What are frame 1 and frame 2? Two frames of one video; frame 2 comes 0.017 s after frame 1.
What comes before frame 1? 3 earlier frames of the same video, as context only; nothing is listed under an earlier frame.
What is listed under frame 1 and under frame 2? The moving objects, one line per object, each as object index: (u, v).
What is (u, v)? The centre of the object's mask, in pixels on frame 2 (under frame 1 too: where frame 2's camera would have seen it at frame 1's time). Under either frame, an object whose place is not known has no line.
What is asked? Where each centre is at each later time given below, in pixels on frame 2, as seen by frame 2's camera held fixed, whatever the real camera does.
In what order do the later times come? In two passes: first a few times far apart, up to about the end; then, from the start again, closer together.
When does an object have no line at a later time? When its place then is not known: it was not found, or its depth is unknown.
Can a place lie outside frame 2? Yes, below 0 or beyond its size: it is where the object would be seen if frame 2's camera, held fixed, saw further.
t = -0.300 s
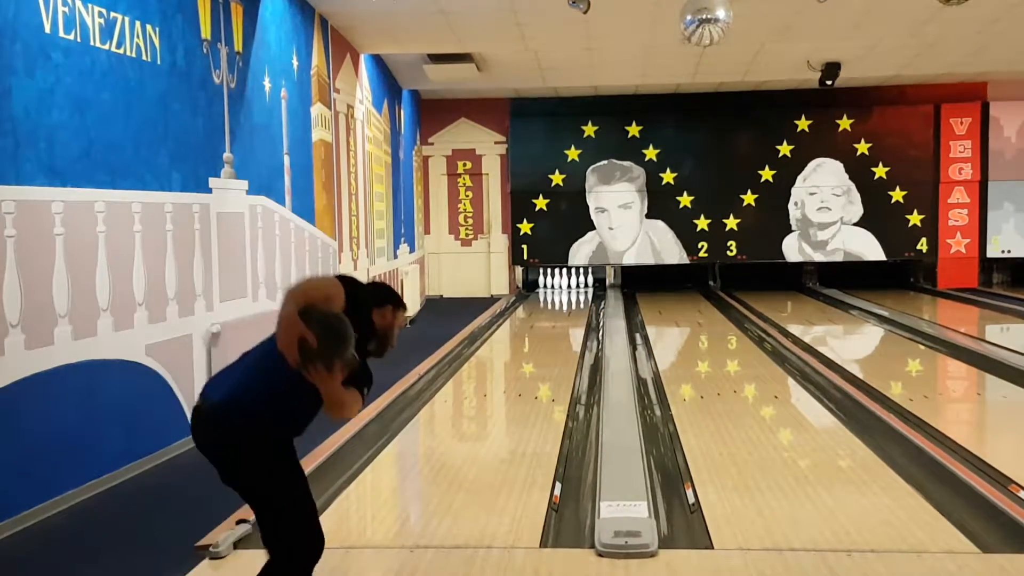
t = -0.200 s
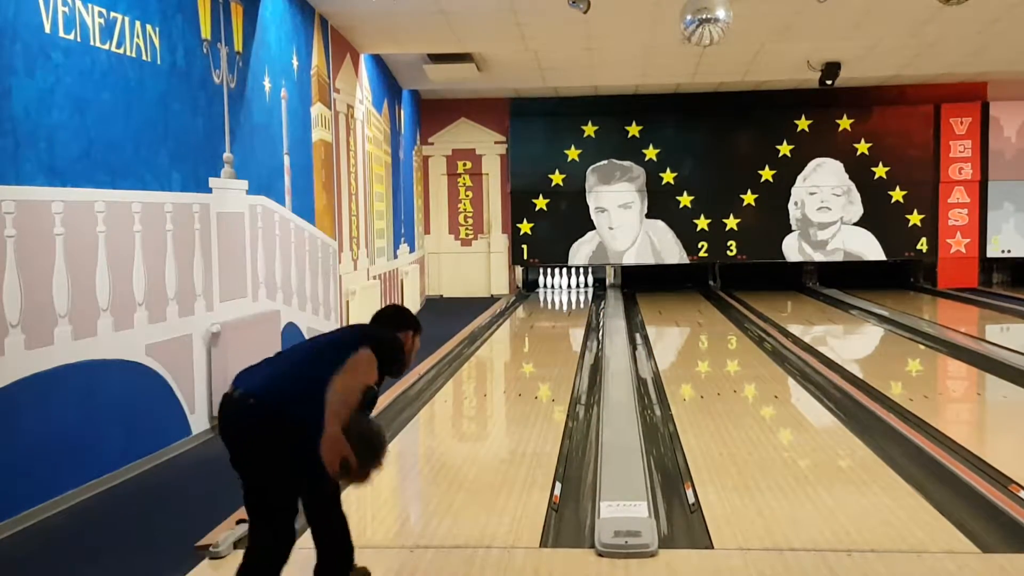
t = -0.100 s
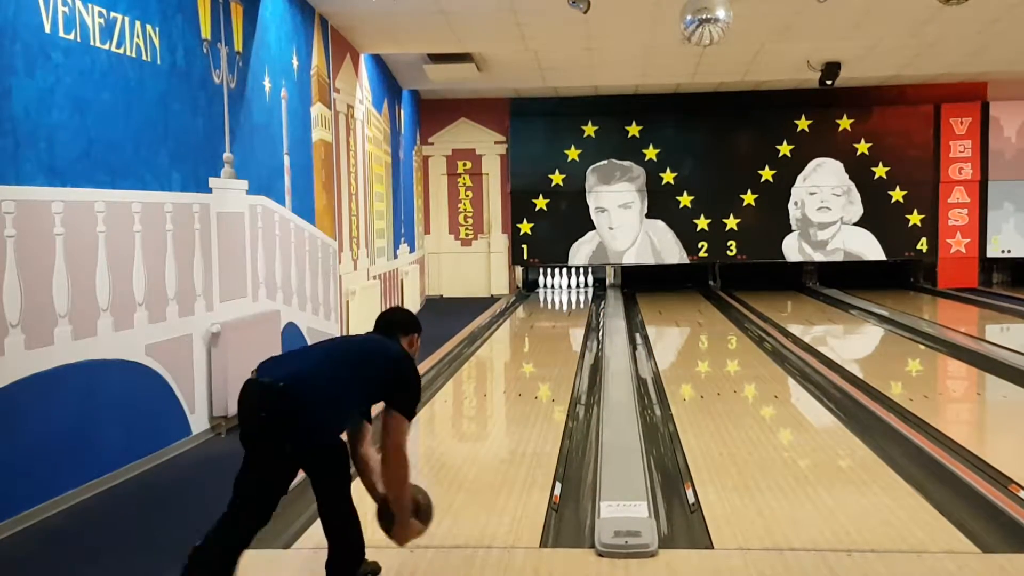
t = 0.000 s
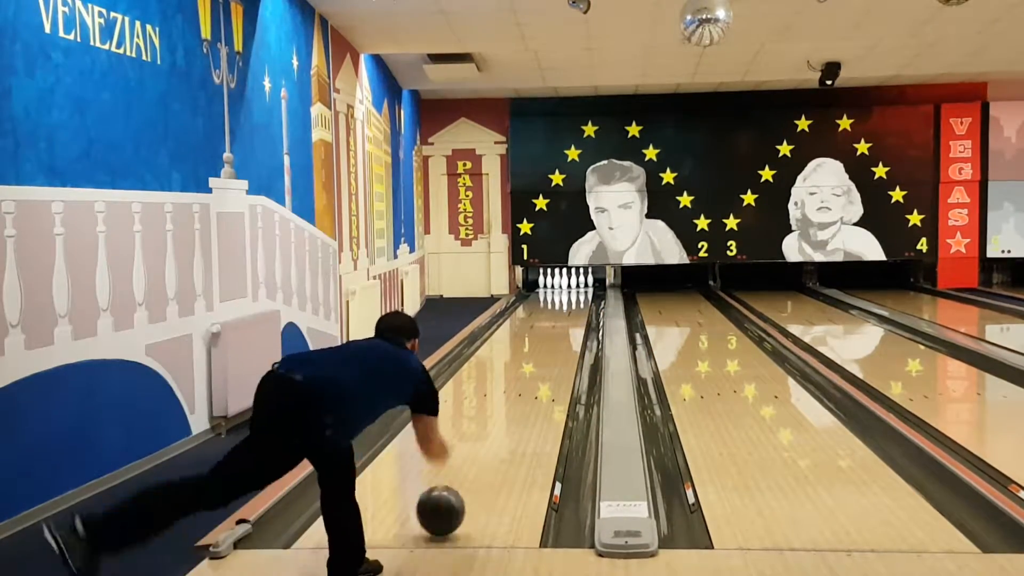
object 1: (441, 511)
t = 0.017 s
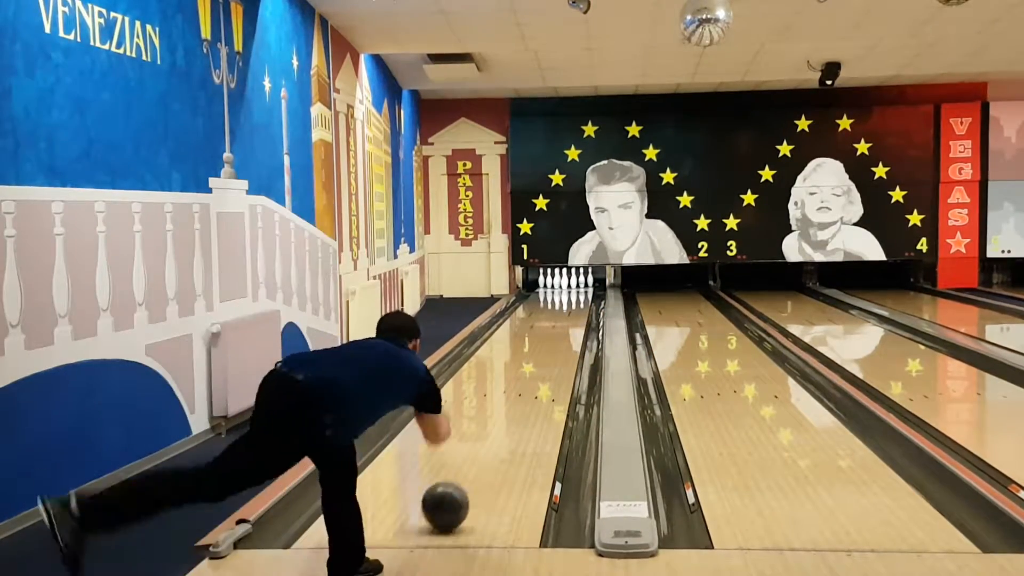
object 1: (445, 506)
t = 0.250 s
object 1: (491, 438)
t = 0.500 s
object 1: (520, 393)
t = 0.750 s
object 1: (539, 364)
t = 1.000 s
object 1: (552, 343)
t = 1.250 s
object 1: (561, 327)
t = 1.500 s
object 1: (567, 314)
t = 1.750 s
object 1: (572, 304)
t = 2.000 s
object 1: (574, 297)
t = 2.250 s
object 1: (574, 289)
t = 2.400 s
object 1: (572, 286)
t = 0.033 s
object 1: (449, 499)
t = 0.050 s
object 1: (453, 491)
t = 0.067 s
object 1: (457, 485)
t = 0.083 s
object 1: (461, 481)
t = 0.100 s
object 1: (464, 476)
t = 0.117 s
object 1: (468, 473)
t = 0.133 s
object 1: (471, 468)
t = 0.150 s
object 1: (474, 463)
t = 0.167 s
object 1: (477, 459)
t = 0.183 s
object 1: (480, 454)
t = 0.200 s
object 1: (483, 450)
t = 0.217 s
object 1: (486, 446)
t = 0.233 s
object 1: (488, 442)
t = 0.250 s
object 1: (491, 438)
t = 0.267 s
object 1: (493, 434)
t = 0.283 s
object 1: (496, 431)
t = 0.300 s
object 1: (498, 427)
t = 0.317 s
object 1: (500, 424)
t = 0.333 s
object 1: (502, 421)
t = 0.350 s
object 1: (504, 418)
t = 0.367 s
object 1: (506, 414)
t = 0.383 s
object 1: (508, 412)
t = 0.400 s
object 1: (510, 409)
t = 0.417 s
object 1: (512, 406)
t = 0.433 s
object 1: (513, 403)
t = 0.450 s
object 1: (515, 401)
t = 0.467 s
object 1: (517, 398)
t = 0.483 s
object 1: (518, 396)
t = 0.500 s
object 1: (520, 393)
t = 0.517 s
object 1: (522, 391)
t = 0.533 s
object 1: (523, 389)
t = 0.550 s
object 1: (524, 387)
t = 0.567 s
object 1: (526, 385)
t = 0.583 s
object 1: (527, 383)
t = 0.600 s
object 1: (528, 381)
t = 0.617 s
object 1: (530, 379)
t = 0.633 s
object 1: (531, 377)
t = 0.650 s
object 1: (532, 374)
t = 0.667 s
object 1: (533, 373)
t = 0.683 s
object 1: (534, 371)
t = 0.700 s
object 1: (536, 369)
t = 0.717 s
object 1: (537, 367)
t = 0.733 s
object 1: (538, 365)
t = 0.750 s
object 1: (539, 364)
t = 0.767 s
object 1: (540, 362)
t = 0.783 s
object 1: (541, 361)
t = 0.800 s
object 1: (542, 359)
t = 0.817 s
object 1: (543, 358)
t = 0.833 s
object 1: (543, 356)
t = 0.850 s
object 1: (544, 354)
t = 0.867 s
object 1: (545, 353)
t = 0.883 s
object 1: (546, 352)
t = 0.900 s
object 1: (547, 350)
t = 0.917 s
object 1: (548, 350)
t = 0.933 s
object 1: (549, 348)
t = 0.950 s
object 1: (549, 346)
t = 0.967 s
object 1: (550, 345)
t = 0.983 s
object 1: (551, 344)
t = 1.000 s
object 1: (552, 343)
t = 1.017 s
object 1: (552, 341)
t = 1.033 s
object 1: (553, 340)
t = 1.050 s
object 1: (554, 339)
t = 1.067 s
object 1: (554, 338)
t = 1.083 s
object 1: (555, 337)
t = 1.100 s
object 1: (556, 336)
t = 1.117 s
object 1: (556, 335)
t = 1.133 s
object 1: (557, 334)
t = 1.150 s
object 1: (558, 332)
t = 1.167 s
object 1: (558, 331)
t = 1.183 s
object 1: (559, 331)
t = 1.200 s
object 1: (560, 330)
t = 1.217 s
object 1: (560, 329)
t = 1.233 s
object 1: (561, 328)
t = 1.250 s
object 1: (561, 327)
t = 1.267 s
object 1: (562, 326)
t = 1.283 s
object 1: (562, 325)
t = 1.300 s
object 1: (562, 324)
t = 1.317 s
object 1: (563, 323)
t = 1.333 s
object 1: (564, 323)
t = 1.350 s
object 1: (564, 322)
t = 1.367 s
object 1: (565, 321)
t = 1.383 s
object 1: (565, 319)
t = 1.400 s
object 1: (566, 318)
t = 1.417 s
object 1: (566, 318)
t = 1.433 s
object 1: (566, 317)
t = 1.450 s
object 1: (567, 317)
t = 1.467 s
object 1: (567, 316)
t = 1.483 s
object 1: (567, 315)
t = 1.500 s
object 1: (567, 314)
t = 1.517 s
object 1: (568, 314)
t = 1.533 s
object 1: (568, 313)
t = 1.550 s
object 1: (569, 312)
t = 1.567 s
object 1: (569, 311)
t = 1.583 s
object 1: (569, 311)
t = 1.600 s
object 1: (570, 310)
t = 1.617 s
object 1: (570, 309)
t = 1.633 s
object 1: (570, 309)
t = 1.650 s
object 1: (571, 308)
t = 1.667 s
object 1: (571, 307)
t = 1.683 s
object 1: (571, 307)
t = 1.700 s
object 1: (572, 306)
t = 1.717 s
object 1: (572, 305)
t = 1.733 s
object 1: (572, 305)
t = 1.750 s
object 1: (572, 304)
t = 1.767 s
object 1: (572, 304)
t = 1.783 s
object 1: (572, 303)
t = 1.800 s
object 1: (573, 302)
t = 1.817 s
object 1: (573, 302)
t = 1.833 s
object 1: (573, 302)
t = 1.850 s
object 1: (573, 302)
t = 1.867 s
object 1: (574, 301)
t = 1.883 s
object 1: (574, 300)
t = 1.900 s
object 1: (574, 300)
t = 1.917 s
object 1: (574, 299)
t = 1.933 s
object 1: (574, 299)
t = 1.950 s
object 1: (574, 299)
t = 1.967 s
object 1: (574, 297)
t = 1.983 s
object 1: (574, 297)
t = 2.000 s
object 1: (574, 297)
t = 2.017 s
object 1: (574, 296)
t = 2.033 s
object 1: (574, 295)
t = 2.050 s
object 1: (574, 295)
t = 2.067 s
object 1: (574, 295)
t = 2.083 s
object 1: (574, 294)
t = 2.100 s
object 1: (574, 293)
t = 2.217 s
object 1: (574, 290)
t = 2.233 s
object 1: (574, 290)
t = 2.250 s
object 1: (574, 289)
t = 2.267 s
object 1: (573, 289)
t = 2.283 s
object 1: (573, 289)
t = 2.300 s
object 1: (574, 289)
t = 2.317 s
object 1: (573, 288)
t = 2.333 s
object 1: (573, 287)
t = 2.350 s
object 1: (573, 287)
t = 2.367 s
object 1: (572, 287)
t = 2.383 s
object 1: (572, 286)
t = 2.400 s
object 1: (572, 286)
